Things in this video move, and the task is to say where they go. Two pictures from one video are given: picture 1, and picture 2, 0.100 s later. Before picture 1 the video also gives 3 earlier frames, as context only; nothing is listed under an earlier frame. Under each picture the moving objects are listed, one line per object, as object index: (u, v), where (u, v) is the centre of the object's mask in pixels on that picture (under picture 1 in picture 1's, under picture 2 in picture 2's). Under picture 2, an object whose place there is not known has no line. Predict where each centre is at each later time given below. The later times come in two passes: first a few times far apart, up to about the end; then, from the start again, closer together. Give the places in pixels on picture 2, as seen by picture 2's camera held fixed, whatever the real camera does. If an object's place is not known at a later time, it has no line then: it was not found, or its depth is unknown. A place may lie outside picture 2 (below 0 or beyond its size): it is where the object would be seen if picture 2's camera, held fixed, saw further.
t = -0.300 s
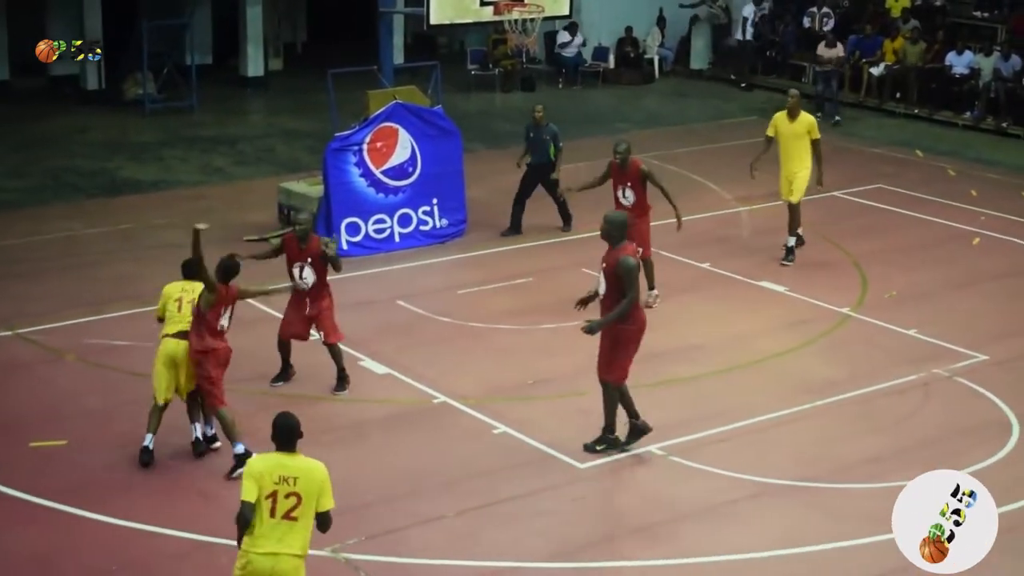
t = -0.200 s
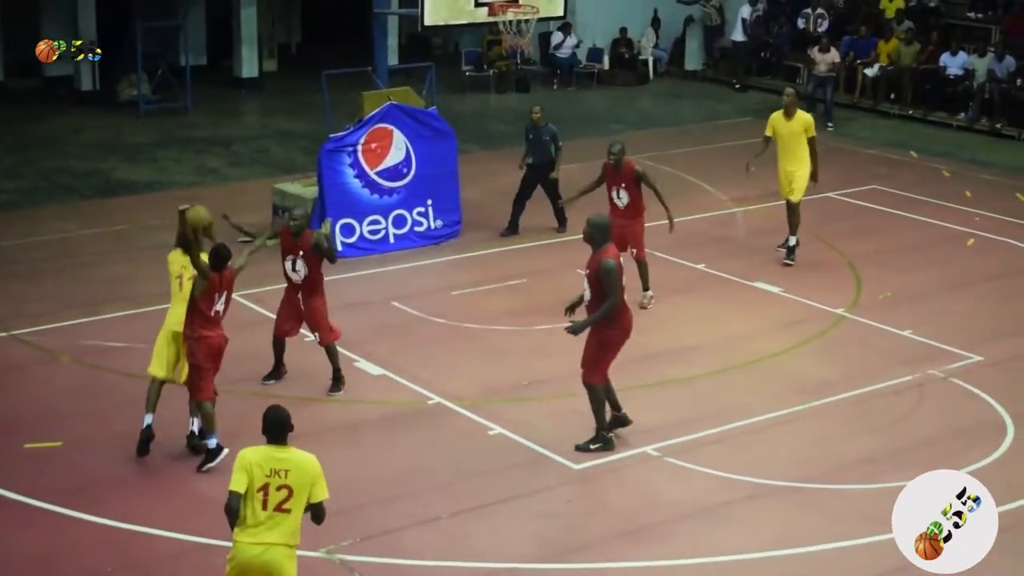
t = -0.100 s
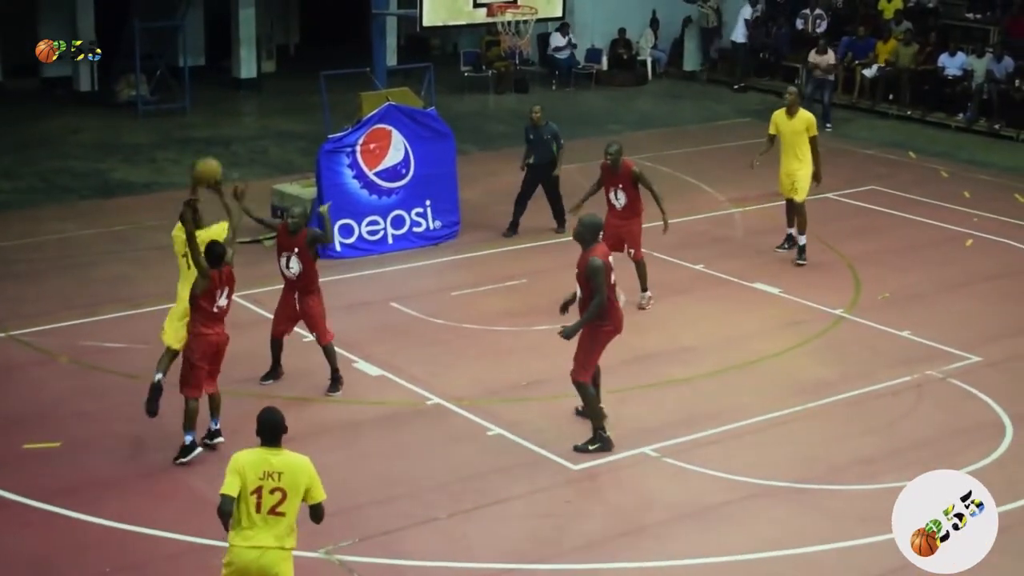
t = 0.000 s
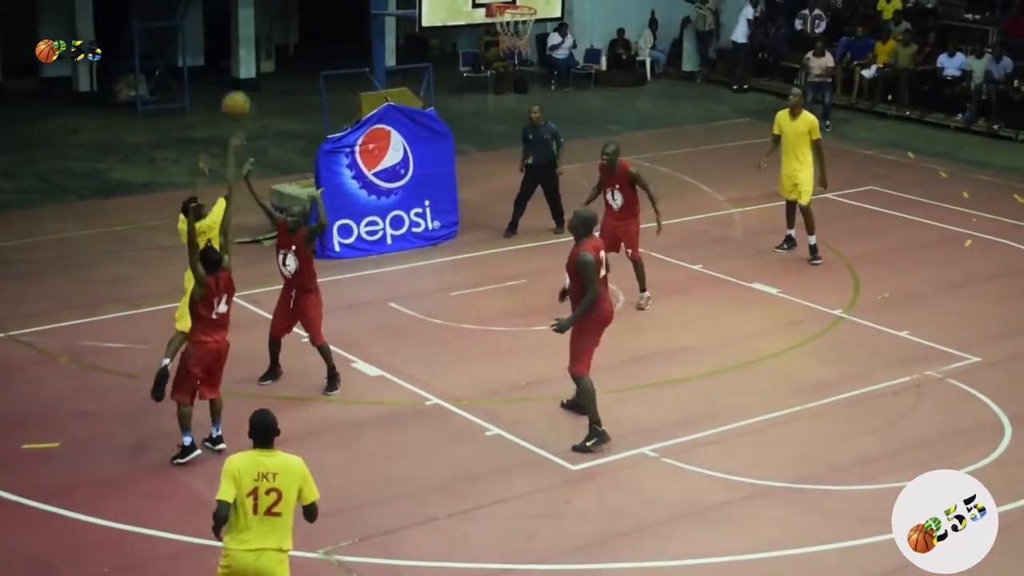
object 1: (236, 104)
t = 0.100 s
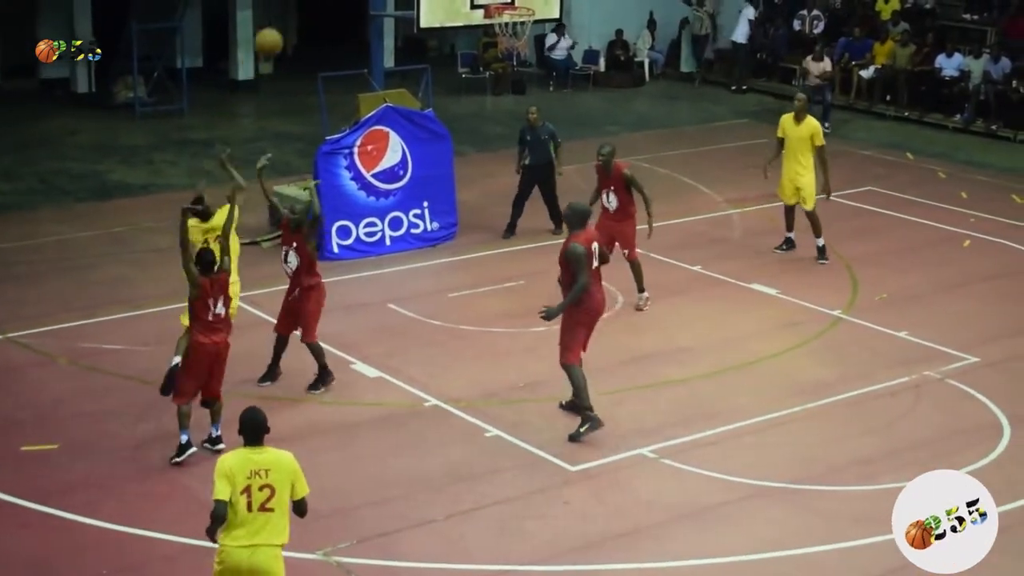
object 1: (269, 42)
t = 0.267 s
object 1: (324, -37)
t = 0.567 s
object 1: (414, -88)
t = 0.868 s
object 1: (489, -42)
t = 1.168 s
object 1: (504, 28)
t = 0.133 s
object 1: (279, 23)
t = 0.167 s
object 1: (291, 8)
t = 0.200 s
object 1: (302, -6)
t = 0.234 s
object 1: (313, -21)
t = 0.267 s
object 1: (324, -37)
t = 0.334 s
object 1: (345, -58)
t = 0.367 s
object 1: (356, -66)
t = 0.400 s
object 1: (366, -72)
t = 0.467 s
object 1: (386, -83)
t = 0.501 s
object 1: (394, -85)
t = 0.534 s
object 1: (404, -88)
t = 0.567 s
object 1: (414, -88)
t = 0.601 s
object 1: (422, -88)
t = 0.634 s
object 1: (431, -85)
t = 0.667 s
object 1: (440, -83)
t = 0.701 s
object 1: (448, -79)
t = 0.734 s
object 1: (457, -73)
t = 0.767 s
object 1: (465, -66)
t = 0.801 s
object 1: (473, -59)
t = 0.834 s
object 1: (481, -51)
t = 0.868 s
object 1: (489, -42)
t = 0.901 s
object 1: (497, -32)
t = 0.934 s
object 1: (504, -21)
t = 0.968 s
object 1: (512, -9)
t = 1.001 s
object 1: (519, 4)
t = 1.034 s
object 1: (522, 12)
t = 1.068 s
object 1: (517, 23)
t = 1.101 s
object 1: (512, 26)
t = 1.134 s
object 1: (509, 28)
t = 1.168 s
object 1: (504, 28)
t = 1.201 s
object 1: (502, 28)
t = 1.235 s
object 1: (499, 30)
